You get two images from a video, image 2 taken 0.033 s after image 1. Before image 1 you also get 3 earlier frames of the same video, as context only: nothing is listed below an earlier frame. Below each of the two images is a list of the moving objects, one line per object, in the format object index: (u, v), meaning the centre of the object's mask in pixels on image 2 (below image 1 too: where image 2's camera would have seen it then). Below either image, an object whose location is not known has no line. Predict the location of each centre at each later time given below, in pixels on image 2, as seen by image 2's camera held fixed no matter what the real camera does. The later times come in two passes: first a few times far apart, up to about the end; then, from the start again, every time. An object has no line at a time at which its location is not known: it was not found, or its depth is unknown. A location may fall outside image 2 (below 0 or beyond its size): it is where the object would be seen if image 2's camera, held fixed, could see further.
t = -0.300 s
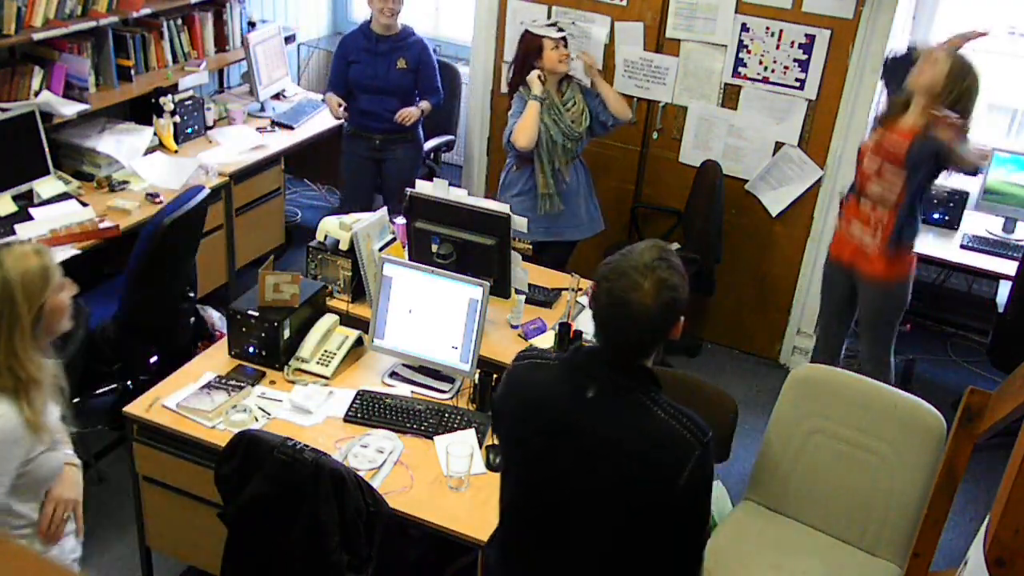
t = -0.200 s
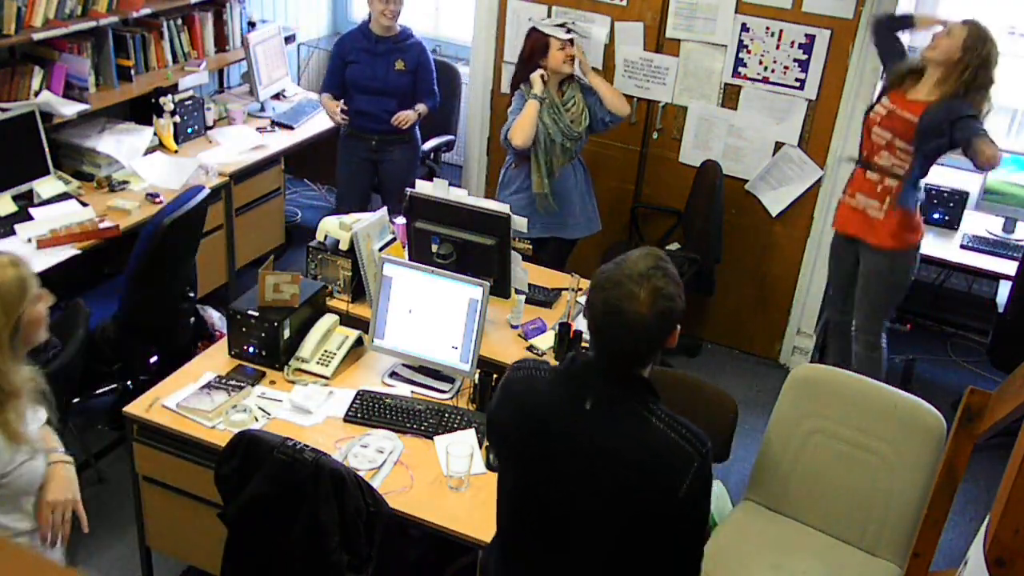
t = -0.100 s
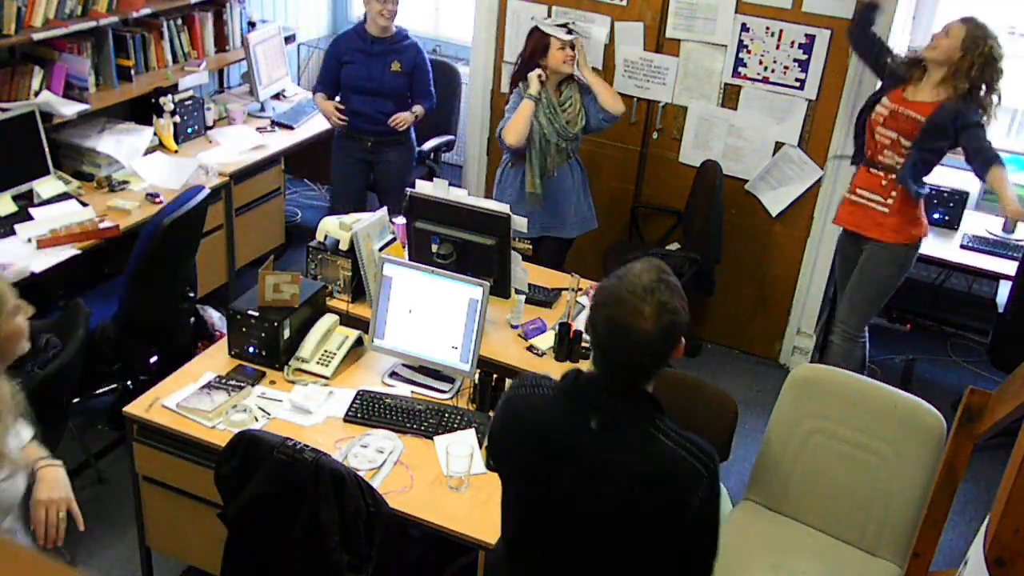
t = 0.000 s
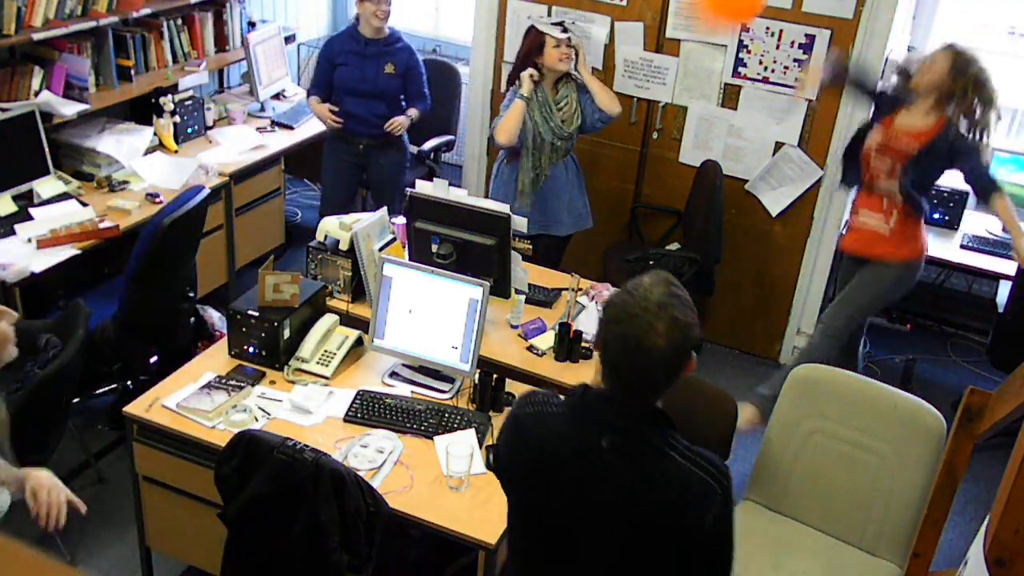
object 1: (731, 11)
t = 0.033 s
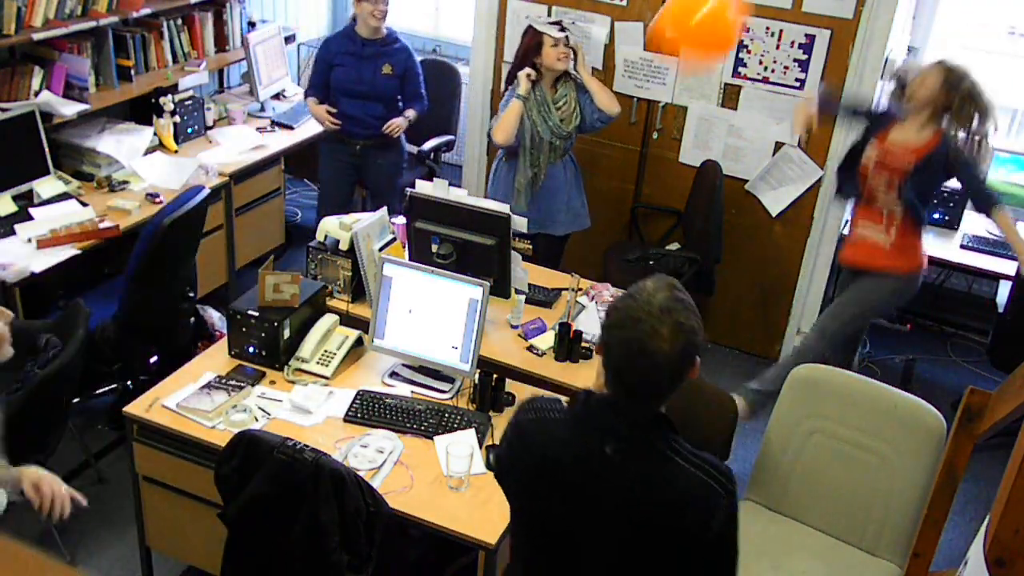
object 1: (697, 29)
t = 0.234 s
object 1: (542, 205)
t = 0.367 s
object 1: (427, 273)
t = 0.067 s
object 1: (678, 56)
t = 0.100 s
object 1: (650, 95)
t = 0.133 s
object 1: (623, 129)
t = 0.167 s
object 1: (600, 155)
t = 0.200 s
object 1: (572, 181)
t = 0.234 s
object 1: (542, 205)
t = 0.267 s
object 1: (509, 226)
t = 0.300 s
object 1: (482, 240)
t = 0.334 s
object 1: (460, 256)
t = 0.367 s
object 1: (427, 273)
